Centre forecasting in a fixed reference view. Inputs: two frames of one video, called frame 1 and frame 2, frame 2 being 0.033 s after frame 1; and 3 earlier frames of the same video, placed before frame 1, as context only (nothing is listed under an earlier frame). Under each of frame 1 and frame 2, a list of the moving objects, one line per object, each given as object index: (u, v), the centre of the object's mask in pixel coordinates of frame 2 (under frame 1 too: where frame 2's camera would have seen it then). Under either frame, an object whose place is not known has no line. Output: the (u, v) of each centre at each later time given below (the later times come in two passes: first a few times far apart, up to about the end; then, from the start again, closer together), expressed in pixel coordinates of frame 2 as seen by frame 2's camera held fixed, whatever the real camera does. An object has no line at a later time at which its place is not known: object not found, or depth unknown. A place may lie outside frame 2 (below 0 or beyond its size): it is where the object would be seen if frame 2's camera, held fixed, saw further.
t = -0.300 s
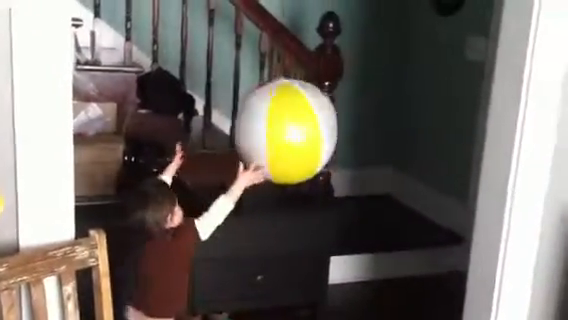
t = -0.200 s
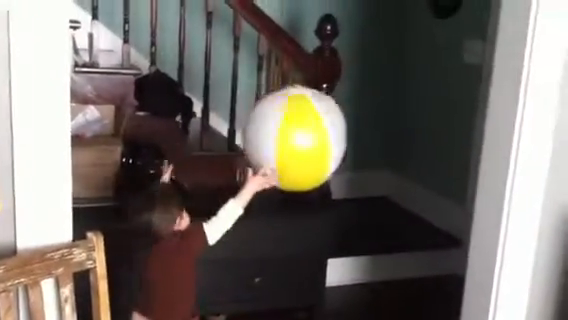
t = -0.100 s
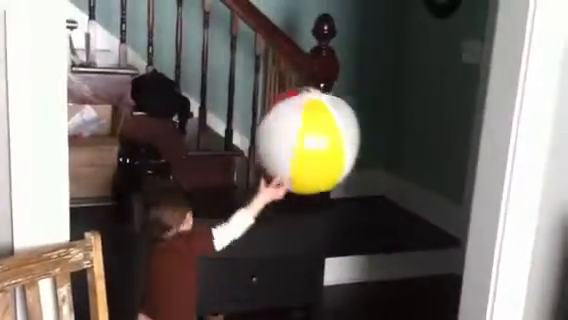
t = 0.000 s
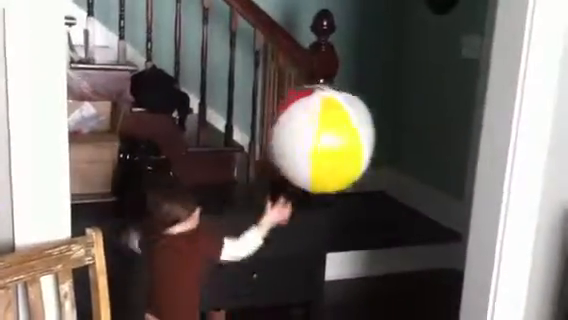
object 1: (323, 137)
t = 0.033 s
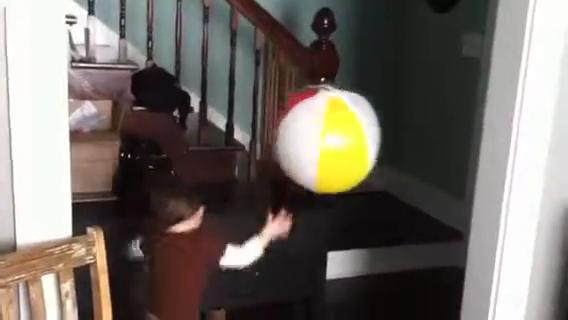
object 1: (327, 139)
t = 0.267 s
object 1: (350, 151)
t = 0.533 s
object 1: (352, 172)
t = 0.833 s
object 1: (321, 183)
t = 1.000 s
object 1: (291, 183)
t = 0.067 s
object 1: (332, 140)
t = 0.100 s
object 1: (336, 143)
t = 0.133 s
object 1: (340, 145)
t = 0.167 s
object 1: (343, 146)
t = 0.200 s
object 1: (347, 147)
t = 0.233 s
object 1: (348, 149)
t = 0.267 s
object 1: (350, 151)
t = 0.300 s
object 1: (352, 154)
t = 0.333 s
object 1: (353, 156)
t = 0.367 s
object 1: (354, 158)
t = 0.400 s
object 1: (356, 160)
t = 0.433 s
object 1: (357, 163)
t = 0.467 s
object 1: (356, 166)
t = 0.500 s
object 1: (354, 170)
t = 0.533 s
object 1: (352, 172)
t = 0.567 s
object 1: (352, 173)
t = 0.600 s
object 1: (350, 175)
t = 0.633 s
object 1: (346, 177)
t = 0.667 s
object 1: (343, 177)
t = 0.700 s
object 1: (340, 179)
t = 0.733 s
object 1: (335, 180)
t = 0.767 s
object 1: (330, 182)
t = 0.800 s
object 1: (326, 182)
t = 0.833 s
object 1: (321, 183)
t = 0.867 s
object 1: (316, 182)
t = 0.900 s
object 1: (310, 182)
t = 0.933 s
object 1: (303, 182)
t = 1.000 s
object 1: (291, 183)
